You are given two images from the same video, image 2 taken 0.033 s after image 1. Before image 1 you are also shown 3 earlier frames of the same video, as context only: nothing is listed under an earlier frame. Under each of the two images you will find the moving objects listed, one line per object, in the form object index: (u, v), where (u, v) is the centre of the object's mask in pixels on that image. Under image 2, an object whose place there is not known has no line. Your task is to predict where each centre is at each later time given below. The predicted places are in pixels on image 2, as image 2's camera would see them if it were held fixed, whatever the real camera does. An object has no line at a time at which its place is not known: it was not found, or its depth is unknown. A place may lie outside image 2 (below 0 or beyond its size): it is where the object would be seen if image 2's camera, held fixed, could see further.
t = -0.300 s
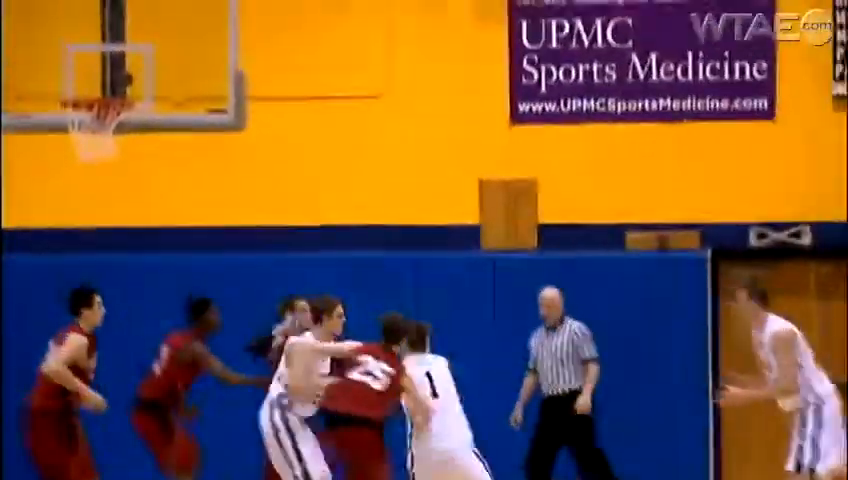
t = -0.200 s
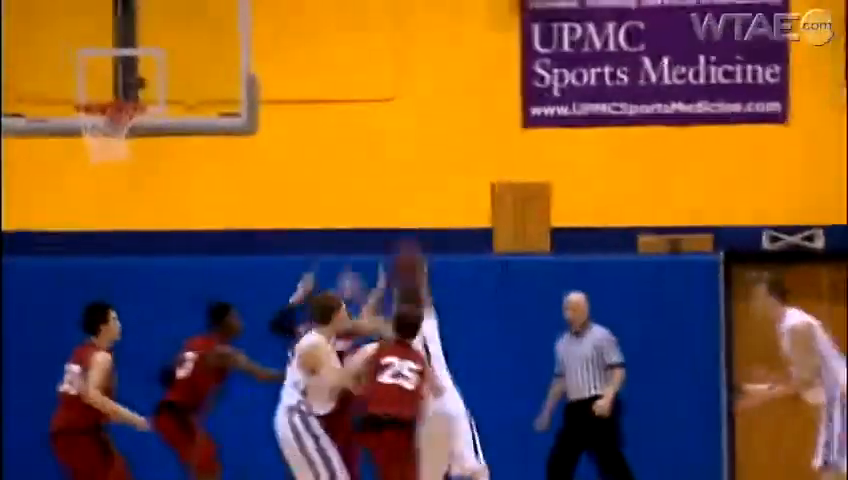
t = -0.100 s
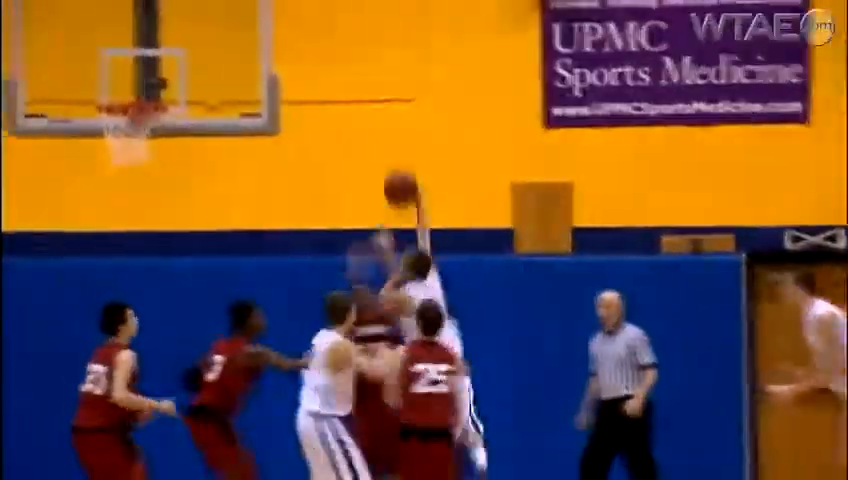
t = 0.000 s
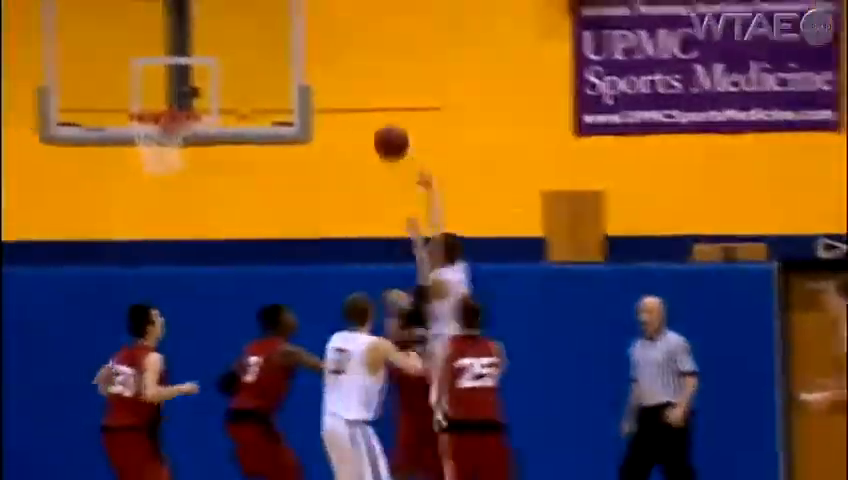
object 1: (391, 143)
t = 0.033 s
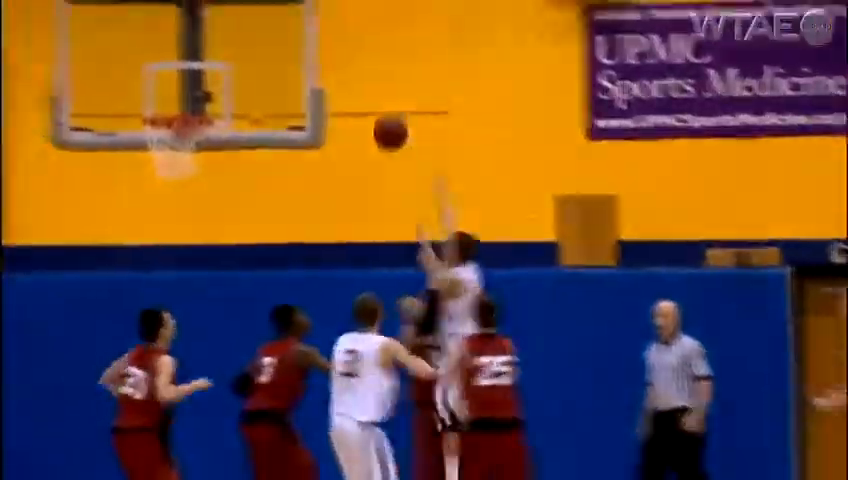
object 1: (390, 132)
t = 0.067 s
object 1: (377, 119)
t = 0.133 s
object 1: (350, 97)
